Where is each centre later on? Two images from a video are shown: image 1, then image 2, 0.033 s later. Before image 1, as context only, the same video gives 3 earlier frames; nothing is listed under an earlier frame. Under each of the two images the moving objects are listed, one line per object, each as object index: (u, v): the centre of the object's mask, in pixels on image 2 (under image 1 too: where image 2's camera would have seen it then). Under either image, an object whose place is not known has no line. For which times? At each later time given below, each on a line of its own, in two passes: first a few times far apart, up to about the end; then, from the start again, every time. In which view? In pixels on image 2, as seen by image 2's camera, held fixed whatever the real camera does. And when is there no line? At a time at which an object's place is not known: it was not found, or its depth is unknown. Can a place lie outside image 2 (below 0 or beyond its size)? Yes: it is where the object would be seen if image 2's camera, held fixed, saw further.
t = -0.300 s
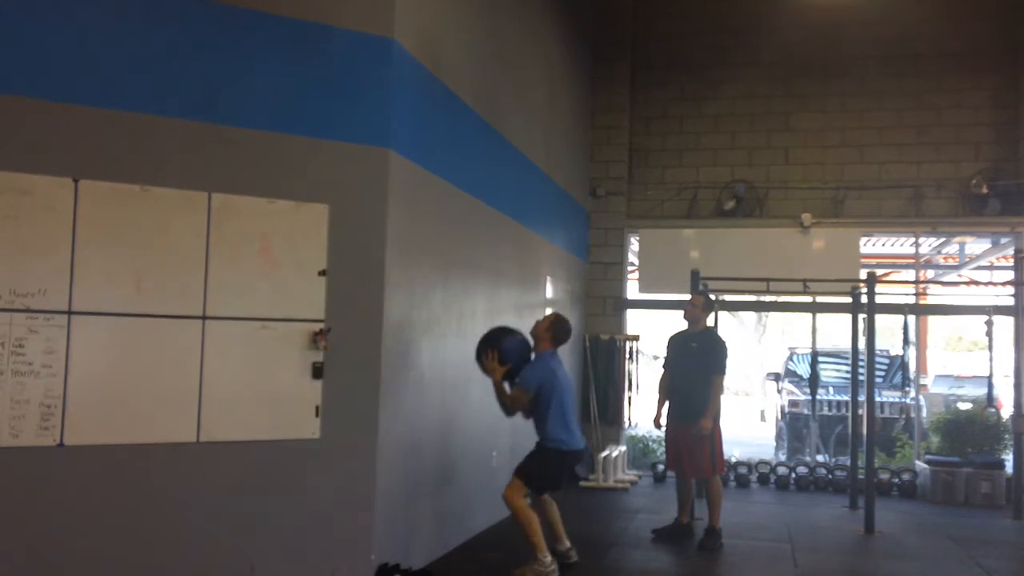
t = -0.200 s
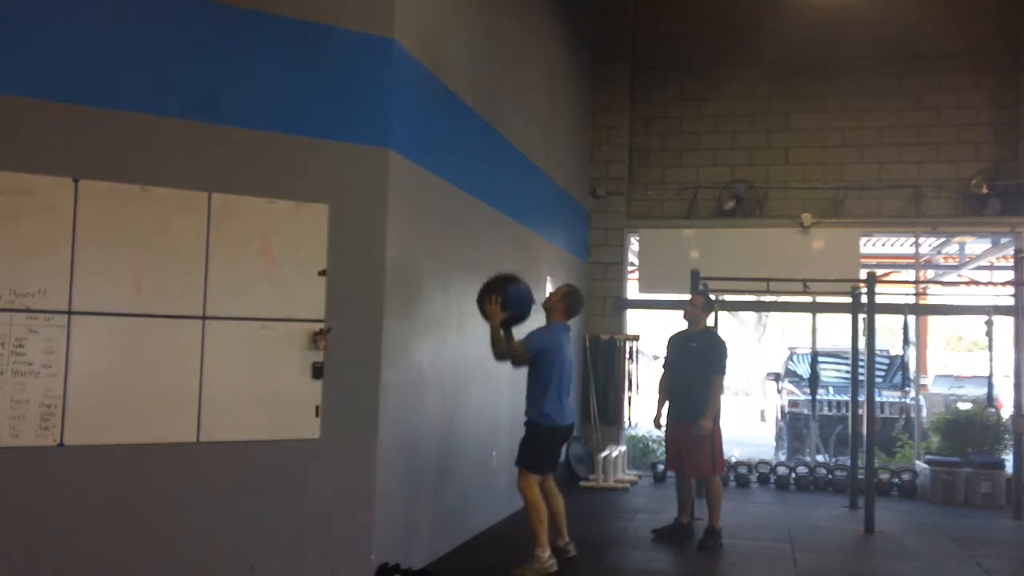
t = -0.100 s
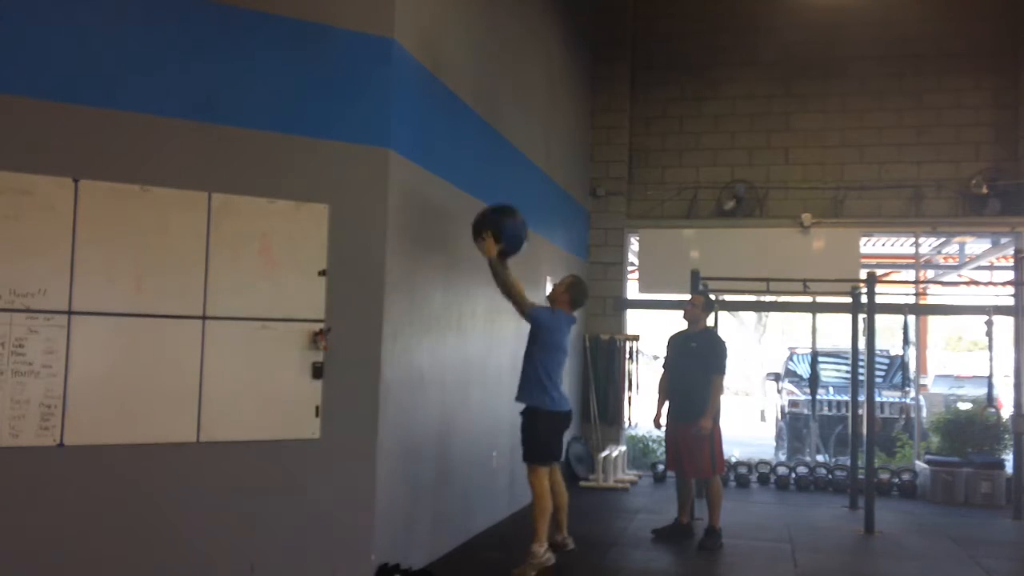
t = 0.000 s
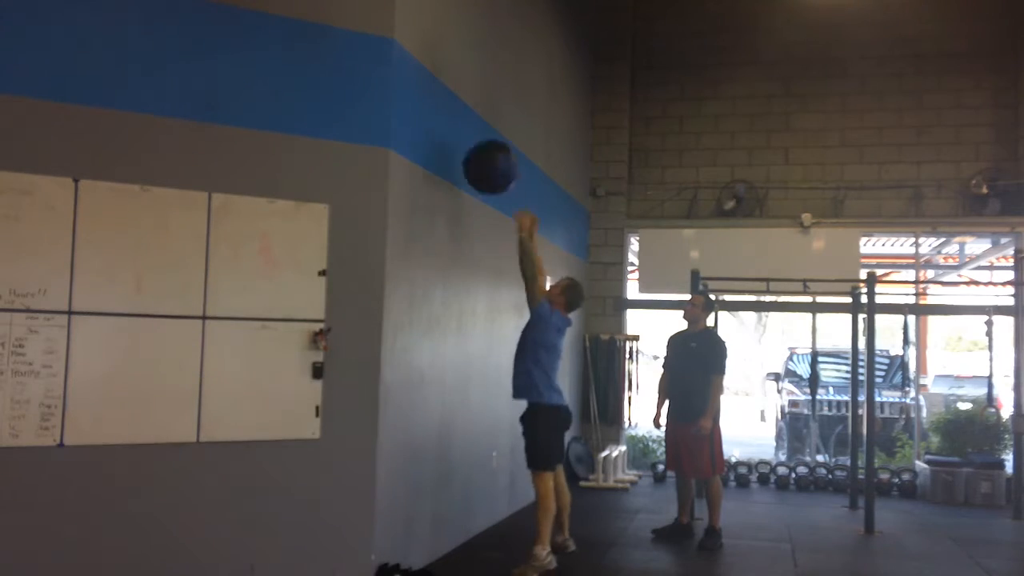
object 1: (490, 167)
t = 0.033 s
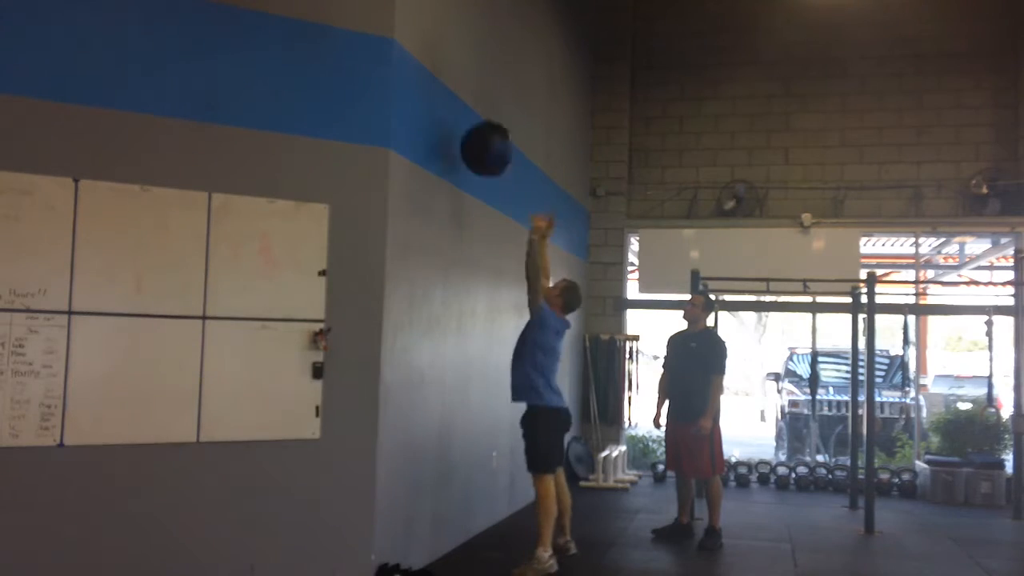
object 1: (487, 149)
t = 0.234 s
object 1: (474, 78)
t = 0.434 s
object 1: (488, 75)
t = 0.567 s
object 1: (494, 108)
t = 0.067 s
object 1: (484, 132)
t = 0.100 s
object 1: (481, 117)
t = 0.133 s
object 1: (476, 104)
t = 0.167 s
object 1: (473, 93)
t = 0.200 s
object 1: (473, 84)
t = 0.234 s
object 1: (474, 78)
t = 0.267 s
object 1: (476, 73)
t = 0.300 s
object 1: (479, 70)
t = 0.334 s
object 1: (482, 69)
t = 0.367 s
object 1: (484, 69)
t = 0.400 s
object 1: (486, 71)
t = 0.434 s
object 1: (488, 75)
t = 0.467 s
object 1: (490, 81)
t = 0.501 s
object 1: (491, 88)
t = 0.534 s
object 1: (493, 97)
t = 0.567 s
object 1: (494, 108)
